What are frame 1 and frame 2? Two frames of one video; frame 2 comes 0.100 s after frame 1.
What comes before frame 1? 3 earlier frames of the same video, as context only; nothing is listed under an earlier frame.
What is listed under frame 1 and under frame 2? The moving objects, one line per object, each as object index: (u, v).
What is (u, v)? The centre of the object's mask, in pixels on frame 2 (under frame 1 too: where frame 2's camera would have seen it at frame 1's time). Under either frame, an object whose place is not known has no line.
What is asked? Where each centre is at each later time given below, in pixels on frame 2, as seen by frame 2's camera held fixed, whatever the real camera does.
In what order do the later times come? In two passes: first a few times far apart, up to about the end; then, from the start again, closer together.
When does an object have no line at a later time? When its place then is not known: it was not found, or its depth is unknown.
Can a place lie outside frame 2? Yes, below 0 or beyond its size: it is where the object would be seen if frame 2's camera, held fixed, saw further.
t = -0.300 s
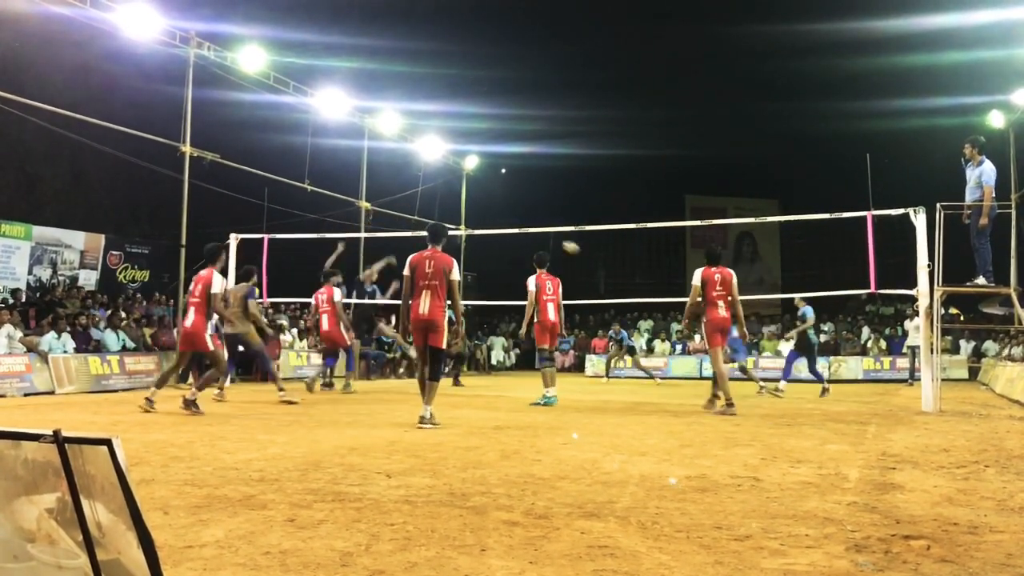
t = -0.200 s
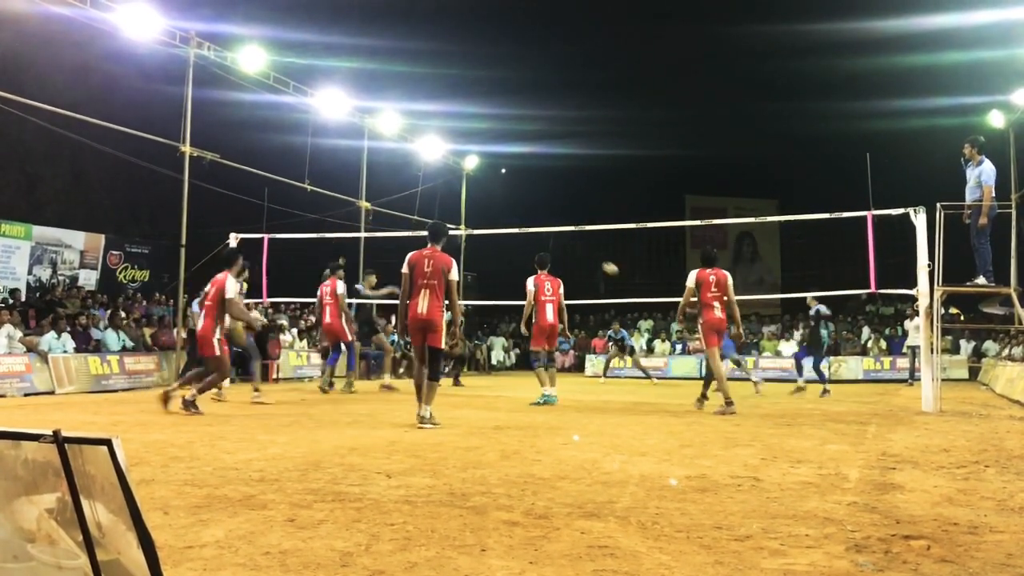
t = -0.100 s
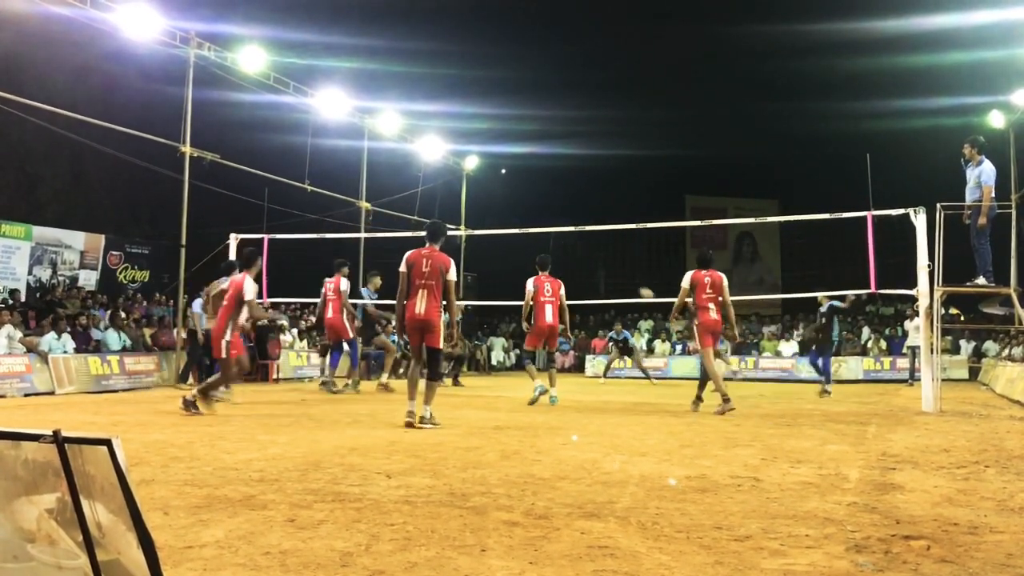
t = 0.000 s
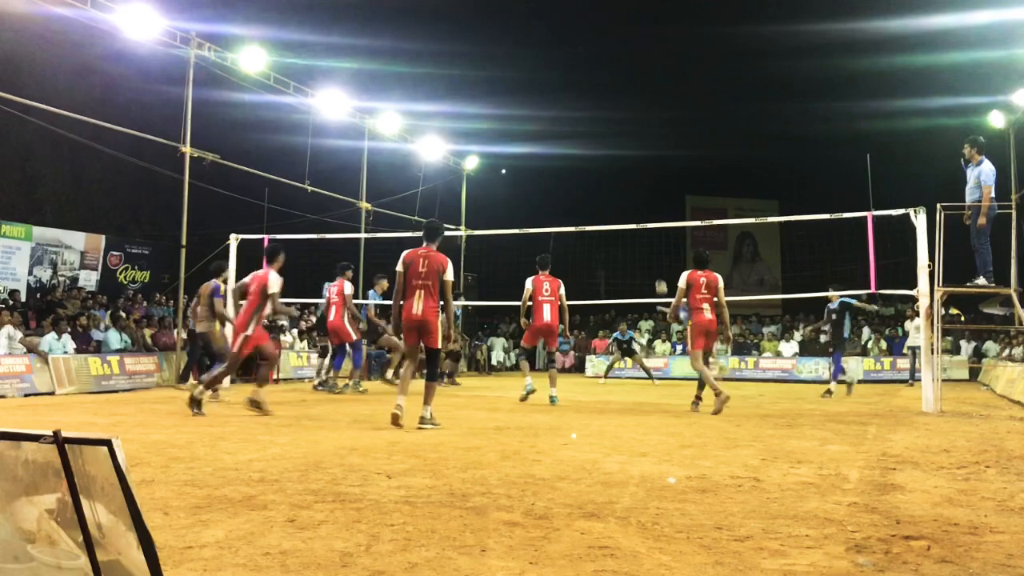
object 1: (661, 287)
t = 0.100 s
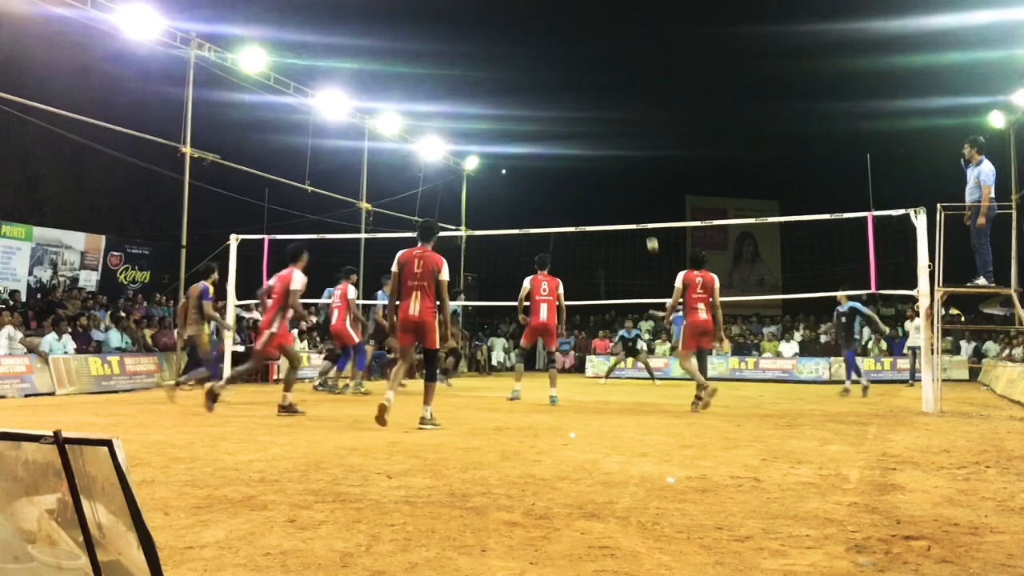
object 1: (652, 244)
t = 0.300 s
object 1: (635, 172)
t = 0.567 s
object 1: (614, 108)
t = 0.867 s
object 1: (590, 79)
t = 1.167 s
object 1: (565, 96)
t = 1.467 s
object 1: (541, 162)
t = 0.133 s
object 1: (649, 232)
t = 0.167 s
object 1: (646, 217)
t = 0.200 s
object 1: (643, 205)
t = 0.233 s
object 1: (641, 194)
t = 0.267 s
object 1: (638, 183)
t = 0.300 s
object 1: (635, 172)
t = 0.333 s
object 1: (633, 162)
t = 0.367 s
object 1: (630, 153)
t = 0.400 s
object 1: (627, 144)
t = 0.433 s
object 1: (624, 136)
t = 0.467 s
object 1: (622, 128)
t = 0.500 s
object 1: (620, 121)
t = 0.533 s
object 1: (617, 114)
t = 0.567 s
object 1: (614, 108)
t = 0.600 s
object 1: (611, 103)
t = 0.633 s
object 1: (608, 98)
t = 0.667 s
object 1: (606, 93)
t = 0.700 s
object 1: (603, 89)
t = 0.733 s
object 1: (600, 86)
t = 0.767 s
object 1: (598, 84)
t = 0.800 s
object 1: (595, 81)
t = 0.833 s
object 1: (592, 80)
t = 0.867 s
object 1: (590, 79)
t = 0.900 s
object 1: (587, 78)
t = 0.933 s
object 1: (584, 78)
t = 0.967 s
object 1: (582, 79)
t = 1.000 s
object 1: (579, 80)
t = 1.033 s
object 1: (576, 82)
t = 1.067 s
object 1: (574, 85)
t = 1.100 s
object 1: (571, 88)
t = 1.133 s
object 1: (568, 92)
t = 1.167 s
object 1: (565, 96)
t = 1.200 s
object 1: (563, 101)
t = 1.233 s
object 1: (560, 107)
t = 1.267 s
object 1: (557, 113)
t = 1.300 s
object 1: (554, 119)
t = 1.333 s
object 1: (552, 127)
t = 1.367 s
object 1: (549, 134)
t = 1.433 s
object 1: (543, 152)
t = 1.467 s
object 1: (541, 162)
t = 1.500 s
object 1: (538, 172)
